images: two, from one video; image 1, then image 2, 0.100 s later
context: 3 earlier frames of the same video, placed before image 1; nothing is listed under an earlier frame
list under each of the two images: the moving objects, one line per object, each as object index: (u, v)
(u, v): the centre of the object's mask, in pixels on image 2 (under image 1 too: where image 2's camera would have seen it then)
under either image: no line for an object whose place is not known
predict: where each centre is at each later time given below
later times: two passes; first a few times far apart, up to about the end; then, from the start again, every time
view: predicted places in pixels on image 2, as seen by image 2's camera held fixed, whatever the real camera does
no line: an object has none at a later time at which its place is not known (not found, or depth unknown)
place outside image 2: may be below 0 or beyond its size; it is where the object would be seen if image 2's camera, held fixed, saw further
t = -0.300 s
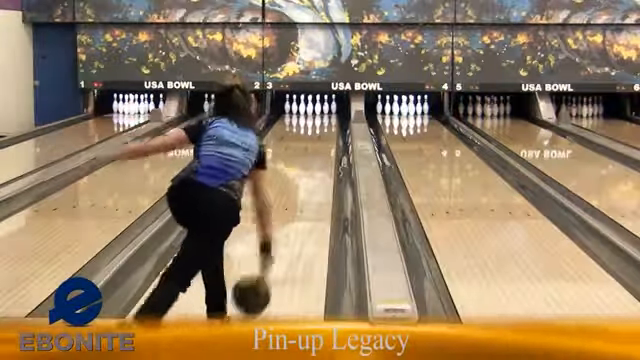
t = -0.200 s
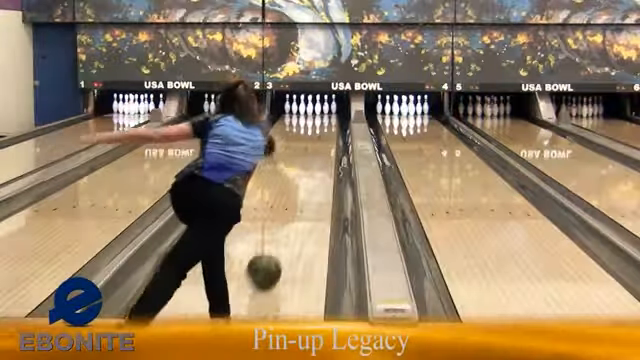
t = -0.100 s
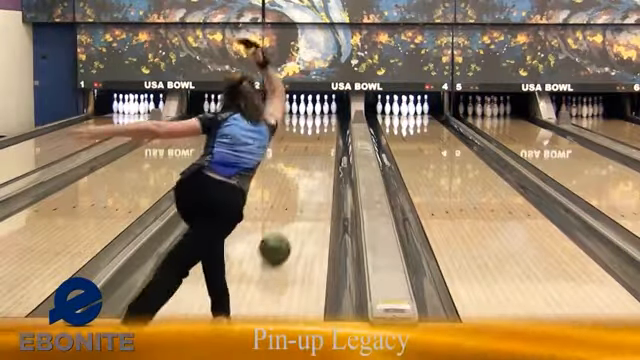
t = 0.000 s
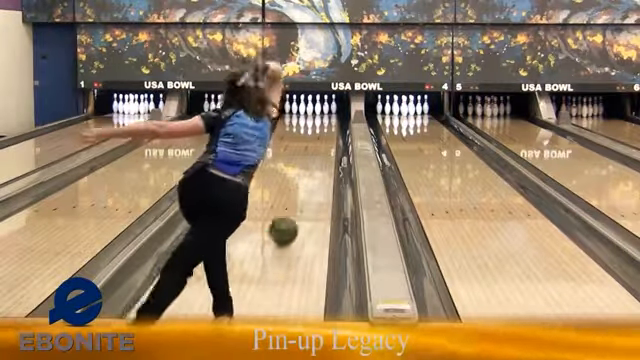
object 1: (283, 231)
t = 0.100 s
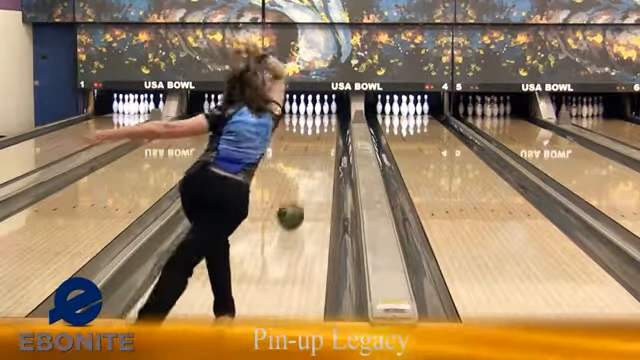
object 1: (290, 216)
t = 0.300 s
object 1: (301, 192)
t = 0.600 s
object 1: (313, 165)
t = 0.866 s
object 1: (319, 151)
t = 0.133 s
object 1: (292, 211)
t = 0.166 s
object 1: (294, 207)
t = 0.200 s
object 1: (296, 204)
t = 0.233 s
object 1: (298, 200)
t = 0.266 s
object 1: (300, 195)
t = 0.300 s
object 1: (301, 192)
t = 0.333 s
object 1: (303, 188)
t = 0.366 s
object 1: (305, 185)
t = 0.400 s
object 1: (306, 182)
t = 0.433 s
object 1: (307, 179)
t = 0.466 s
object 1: (308, 175)
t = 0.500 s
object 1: (310, 173)
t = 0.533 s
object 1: (311, 170)
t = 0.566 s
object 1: (312, 168)
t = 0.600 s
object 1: (313, 165)
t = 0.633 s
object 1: (314, 163)
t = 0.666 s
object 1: (315, 161)
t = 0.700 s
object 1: (316, 159)
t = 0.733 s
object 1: (317, 157)
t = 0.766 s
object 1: (317, 155)
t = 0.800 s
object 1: (318, 154)
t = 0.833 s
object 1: (319, 151)
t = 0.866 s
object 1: (319, 151)
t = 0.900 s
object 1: (320, 148)
